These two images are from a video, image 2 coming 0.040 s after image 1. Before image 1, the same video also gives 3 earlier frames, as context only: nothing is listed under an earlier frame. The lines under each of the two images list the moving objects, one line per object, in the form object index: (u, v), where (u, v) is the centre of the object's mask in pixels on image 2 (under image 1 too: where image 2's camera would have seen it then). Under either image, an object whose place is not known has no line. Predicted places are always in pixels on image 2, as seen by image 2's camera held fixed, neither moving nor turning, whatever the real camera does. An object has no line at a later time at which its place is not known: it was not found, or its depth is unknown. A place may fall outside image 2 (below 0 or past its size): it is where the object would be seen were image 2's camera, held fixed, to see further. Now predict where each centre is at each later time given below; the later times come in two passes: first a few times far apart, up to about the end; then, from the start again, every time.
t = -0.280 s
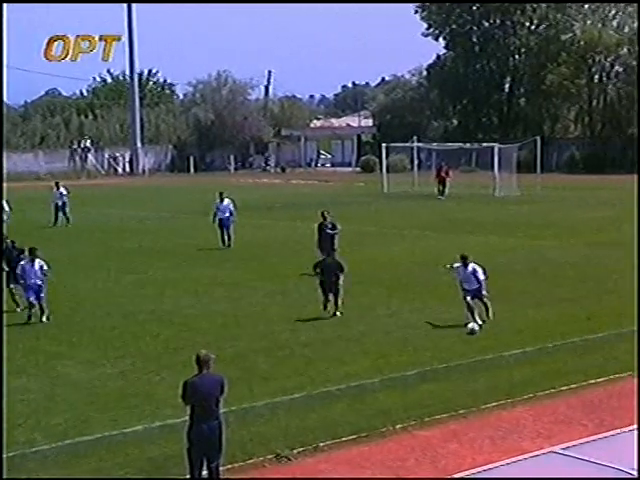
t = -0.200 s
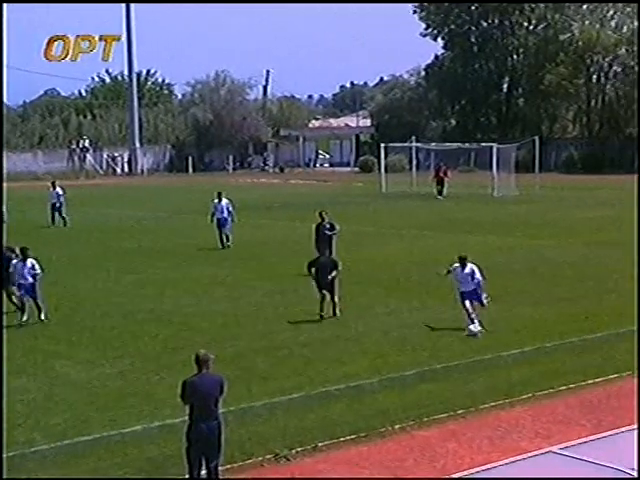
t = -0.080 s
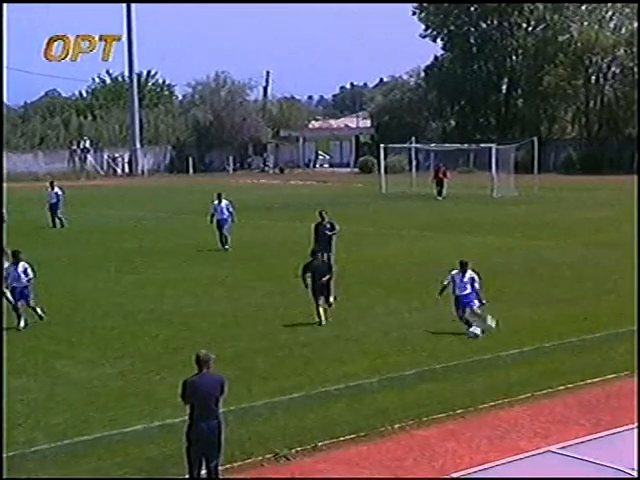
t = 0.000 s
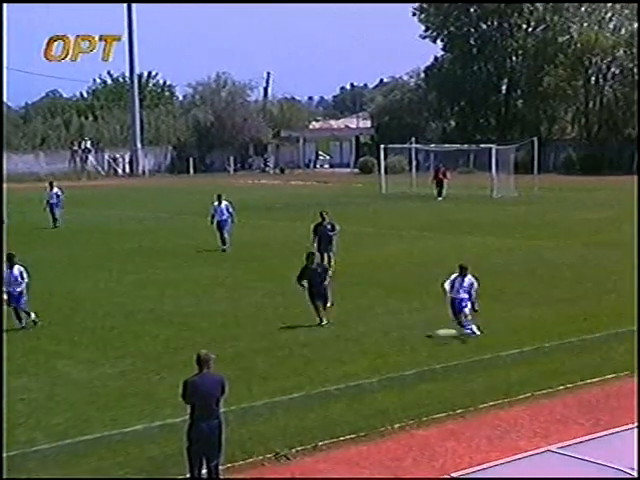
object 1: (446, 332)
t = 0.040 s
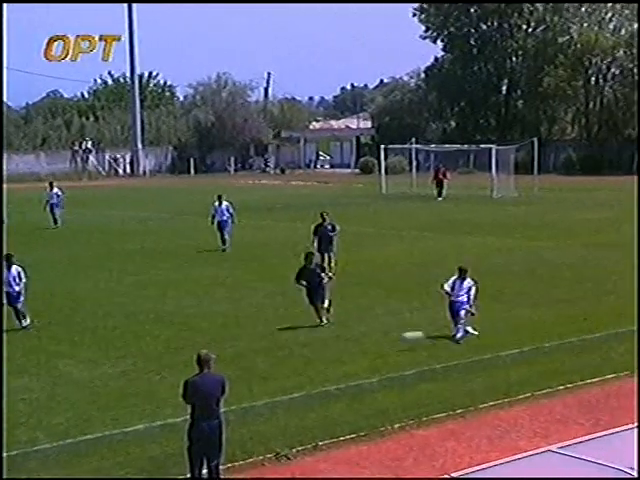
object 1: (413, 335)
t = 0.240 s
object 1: (224, 364)
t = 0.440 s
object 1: (18, 398)
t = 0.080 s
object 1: (378, 338)
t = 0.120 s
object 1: (342, 343)
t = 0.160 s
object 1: (303, 349)
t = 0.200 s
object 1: (265, 356)
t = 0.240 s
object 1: (224, 364)
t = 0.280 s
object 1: (181, 376)
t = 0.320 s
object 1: (137, 387)
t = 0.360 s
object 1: (96, 393)
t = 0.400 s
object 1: (57, 397)
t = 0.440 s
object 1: (18, 398)
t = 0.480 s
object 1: (-23, 402)
